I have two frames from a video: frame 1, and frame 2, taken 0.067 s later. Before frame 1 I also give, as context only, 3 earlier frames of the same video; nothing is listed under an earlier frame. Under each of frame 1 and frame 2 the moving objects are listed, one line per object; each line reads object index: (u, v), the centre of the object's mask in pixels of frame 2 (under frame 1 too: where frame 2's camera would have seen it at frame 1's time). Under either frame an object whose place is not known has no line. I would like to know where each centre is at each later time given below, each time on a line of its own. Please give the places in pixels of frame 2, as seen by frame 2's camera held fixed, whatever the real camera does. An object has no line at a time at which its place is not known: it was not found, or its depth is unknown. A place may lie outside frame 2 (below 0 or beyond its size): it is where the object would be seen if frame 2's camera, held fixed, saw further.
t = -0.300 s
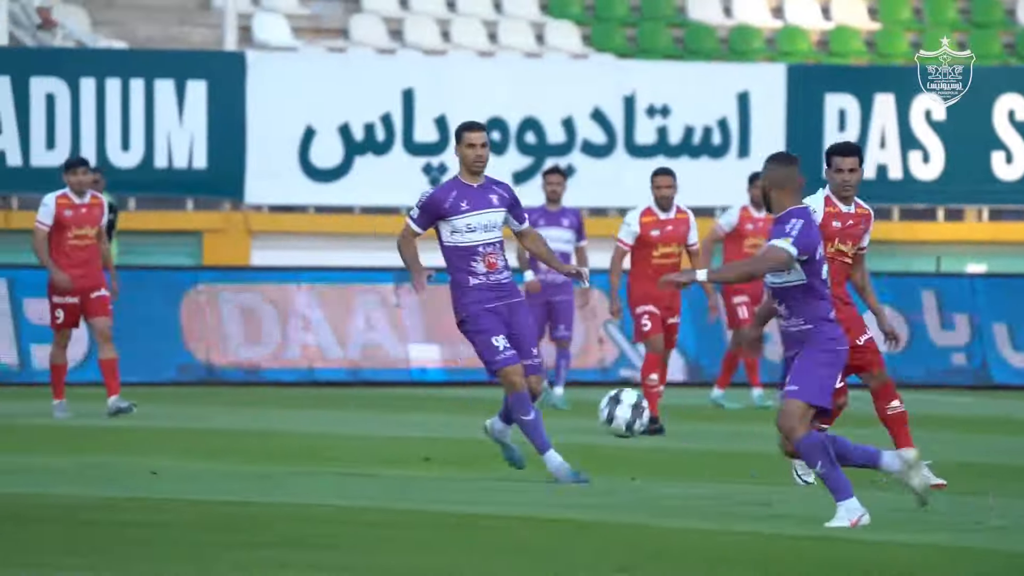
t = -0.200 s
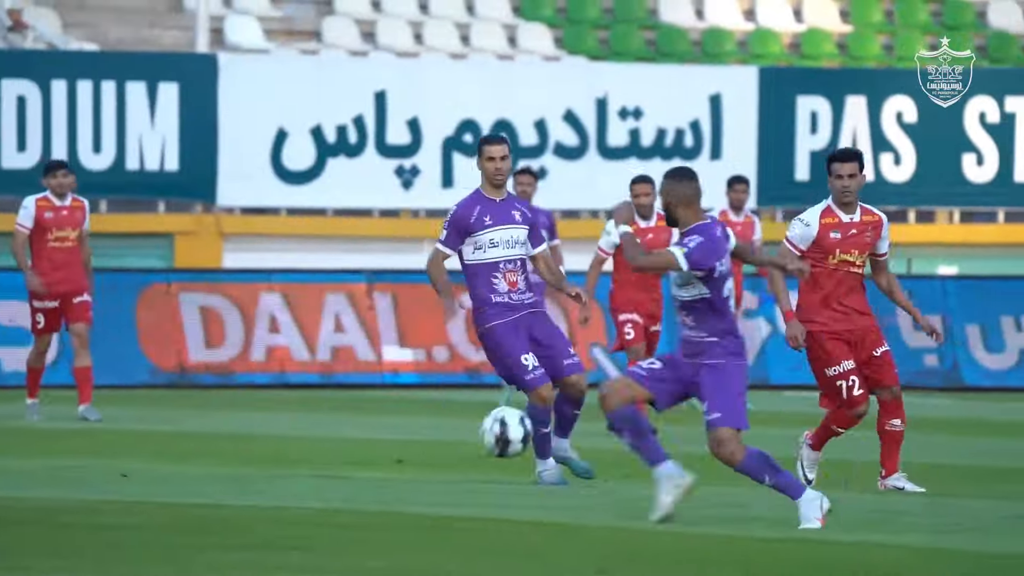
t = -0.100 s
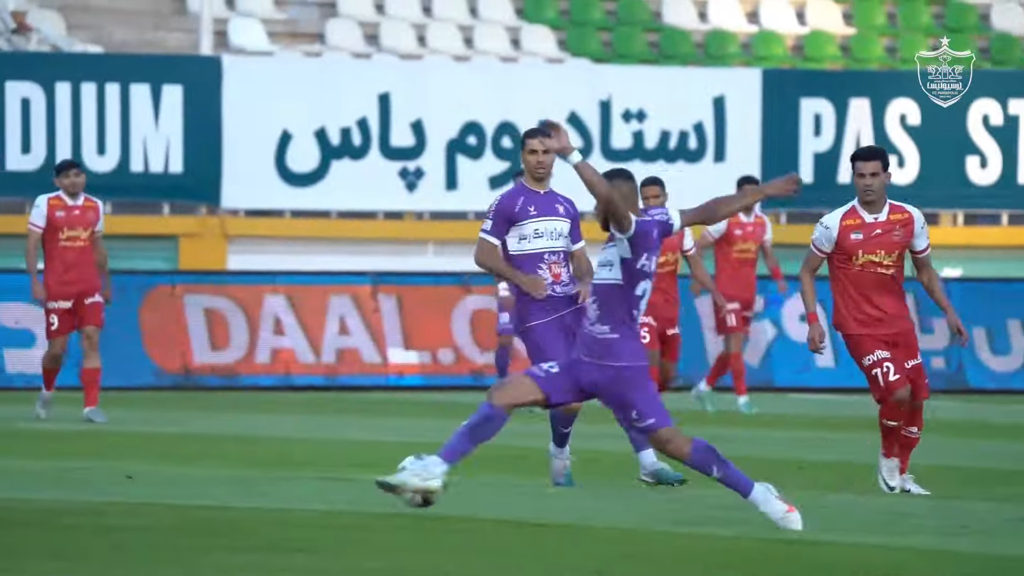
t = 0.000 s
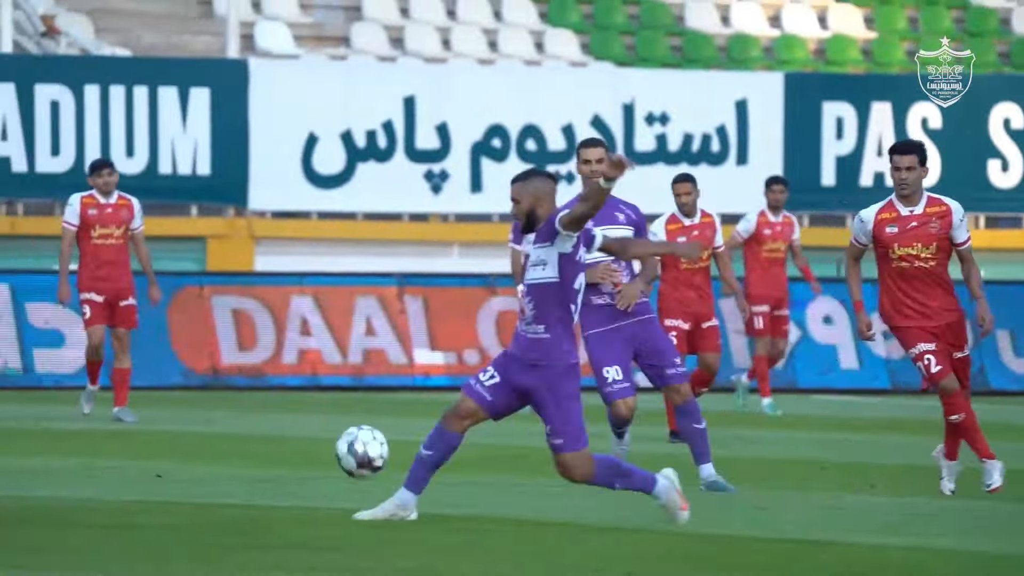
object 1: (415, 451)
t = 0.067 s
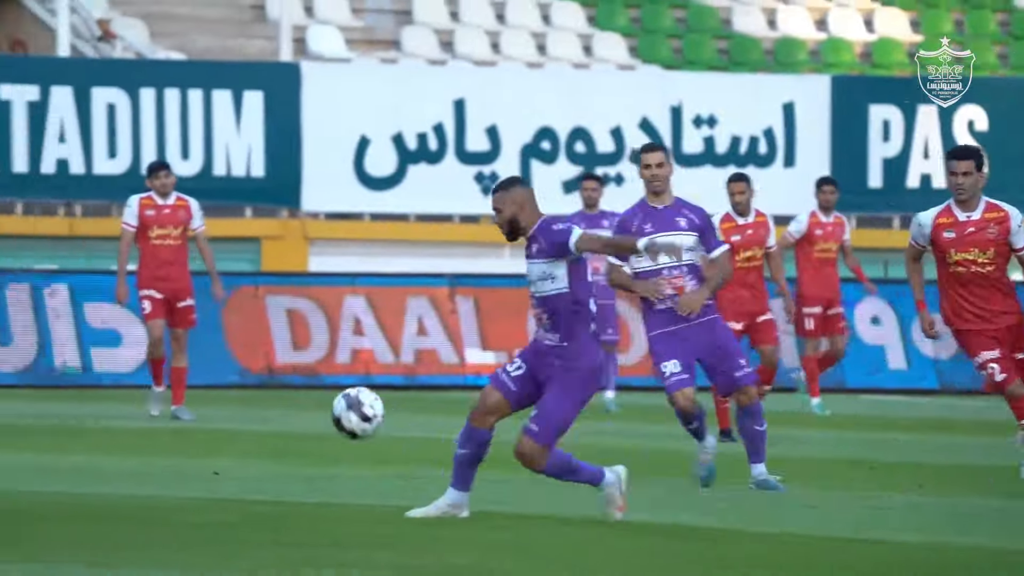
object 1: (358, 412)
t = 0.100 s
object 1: (318, 394)
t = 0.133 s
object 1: (287, 380)
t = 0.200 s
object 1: (218, 363)
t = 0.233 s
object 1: (187, 359)
